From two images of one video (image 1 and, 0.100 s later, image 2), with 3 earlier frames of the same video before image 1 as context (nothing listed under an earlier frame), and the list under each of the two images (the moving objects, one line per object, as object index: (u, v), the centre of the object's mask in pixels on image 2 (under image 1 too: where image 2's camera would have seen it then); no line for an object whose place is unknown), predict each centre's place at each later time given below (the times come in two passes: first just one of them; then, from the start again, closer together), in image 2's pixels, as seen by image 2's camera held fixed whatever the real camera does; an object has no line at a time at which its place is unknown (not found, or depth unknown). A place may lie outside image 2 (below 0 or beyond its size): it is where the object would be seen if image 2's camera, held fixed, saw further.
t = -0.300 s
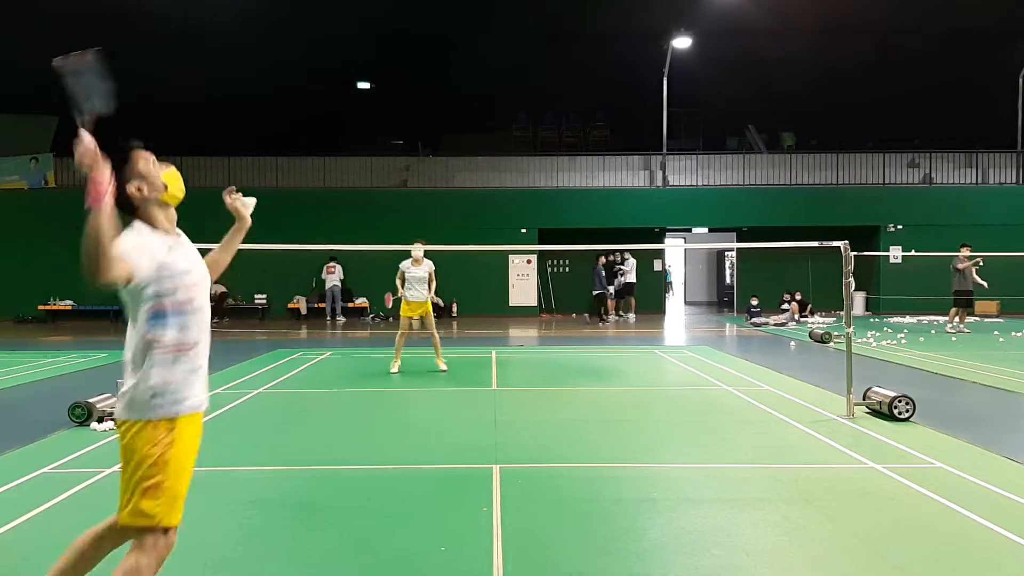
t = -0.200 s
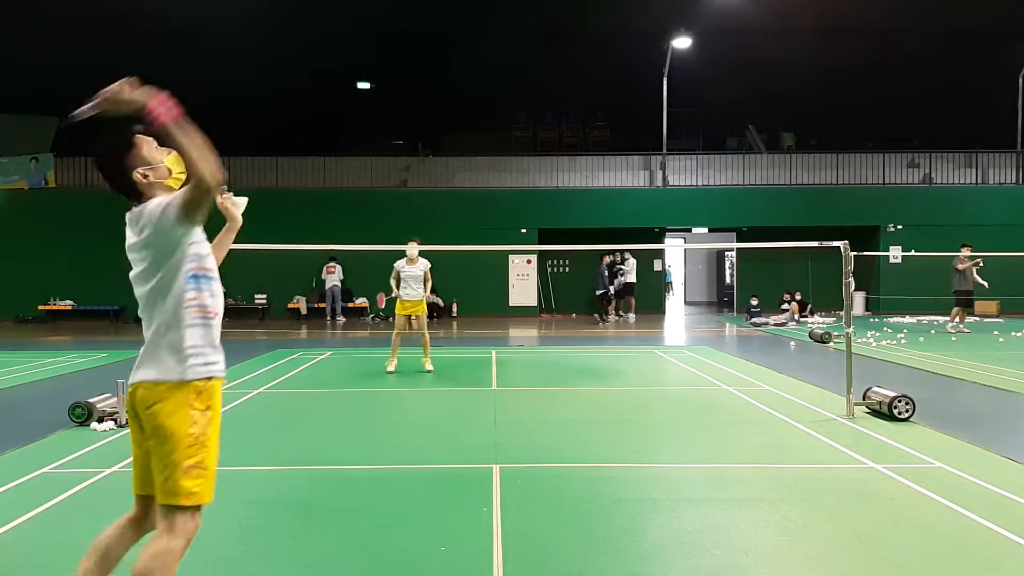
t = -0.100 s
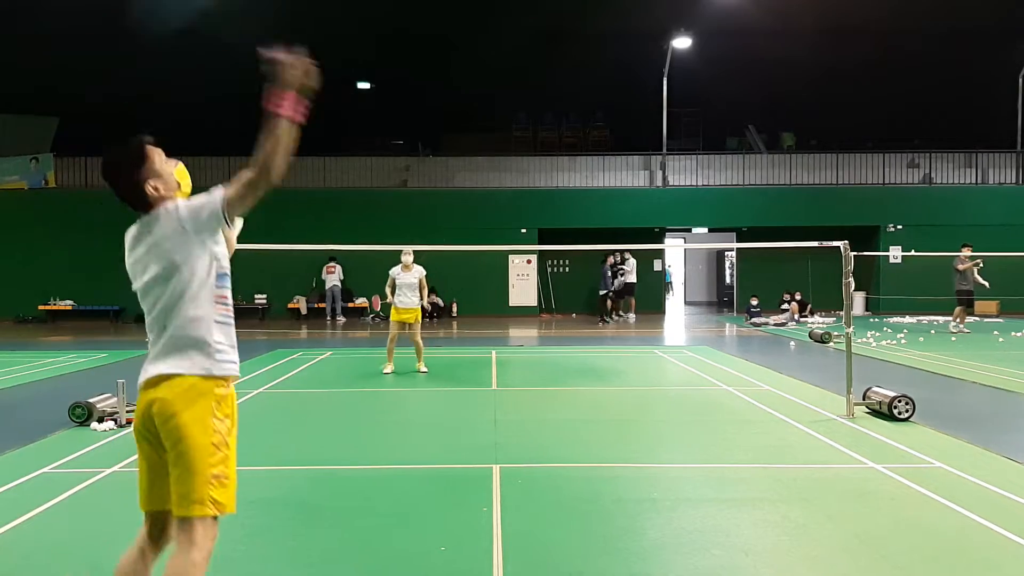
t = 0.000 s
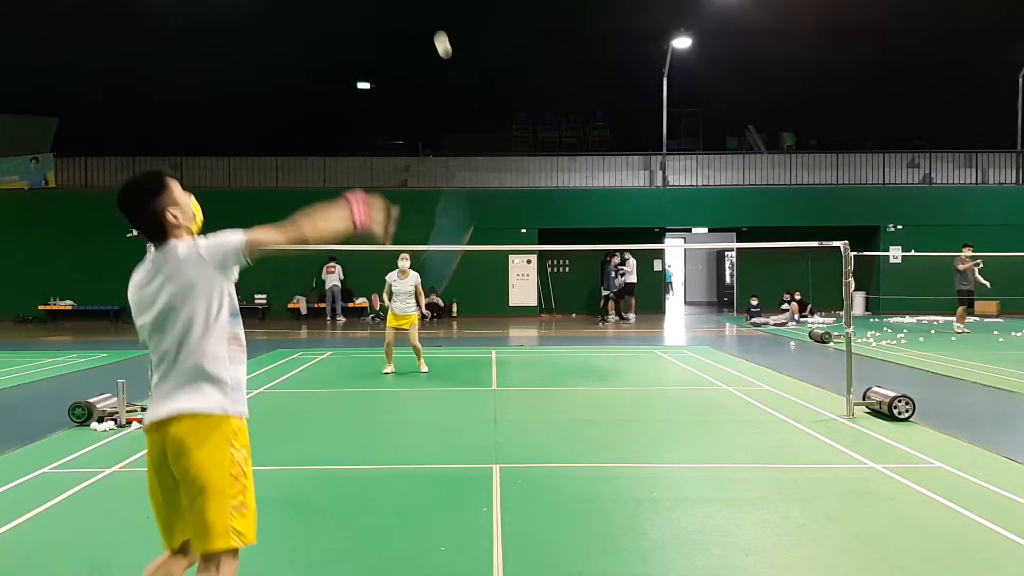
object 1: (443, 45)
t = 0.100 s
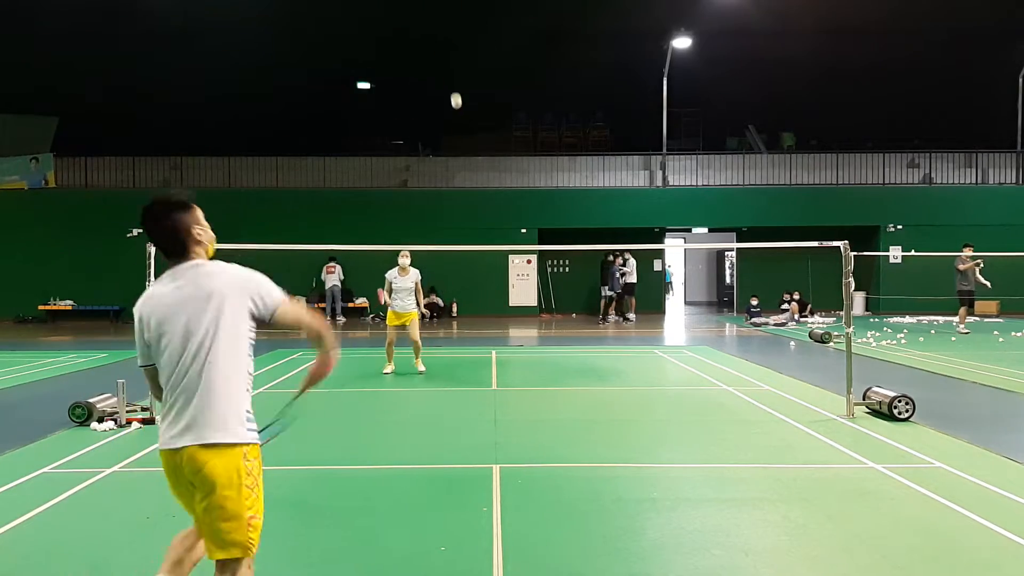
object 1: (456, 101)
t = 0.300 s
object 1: (464, 166)
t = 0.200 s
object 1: (460, 135)
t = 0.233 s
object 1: (462, 146)
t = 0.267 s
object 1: (463, 156)
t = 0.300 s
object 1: (464, 166)
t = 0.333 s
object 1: (465, 176)
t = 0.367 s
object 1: (466, 185)
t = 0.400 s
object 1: (467, 195)
